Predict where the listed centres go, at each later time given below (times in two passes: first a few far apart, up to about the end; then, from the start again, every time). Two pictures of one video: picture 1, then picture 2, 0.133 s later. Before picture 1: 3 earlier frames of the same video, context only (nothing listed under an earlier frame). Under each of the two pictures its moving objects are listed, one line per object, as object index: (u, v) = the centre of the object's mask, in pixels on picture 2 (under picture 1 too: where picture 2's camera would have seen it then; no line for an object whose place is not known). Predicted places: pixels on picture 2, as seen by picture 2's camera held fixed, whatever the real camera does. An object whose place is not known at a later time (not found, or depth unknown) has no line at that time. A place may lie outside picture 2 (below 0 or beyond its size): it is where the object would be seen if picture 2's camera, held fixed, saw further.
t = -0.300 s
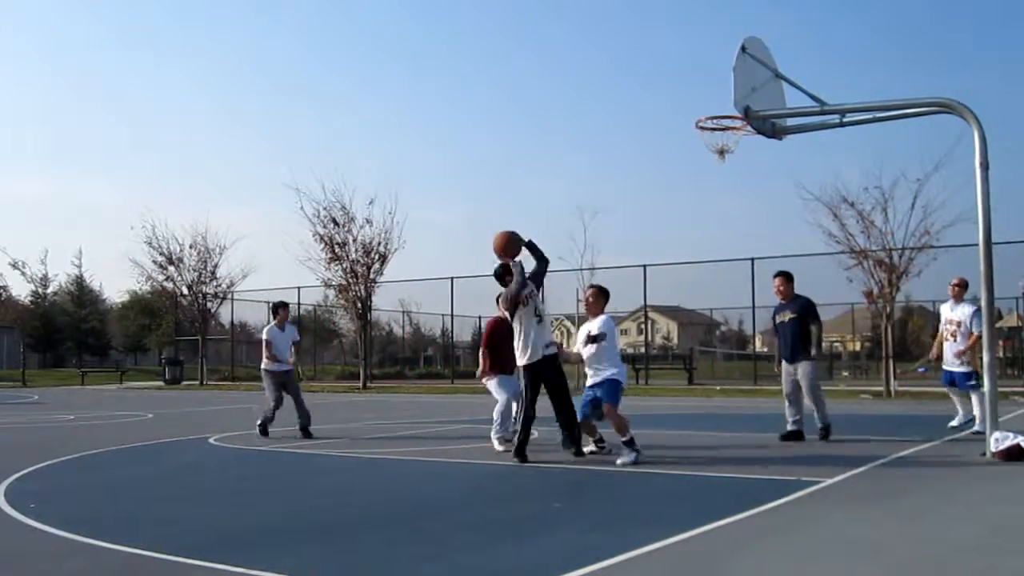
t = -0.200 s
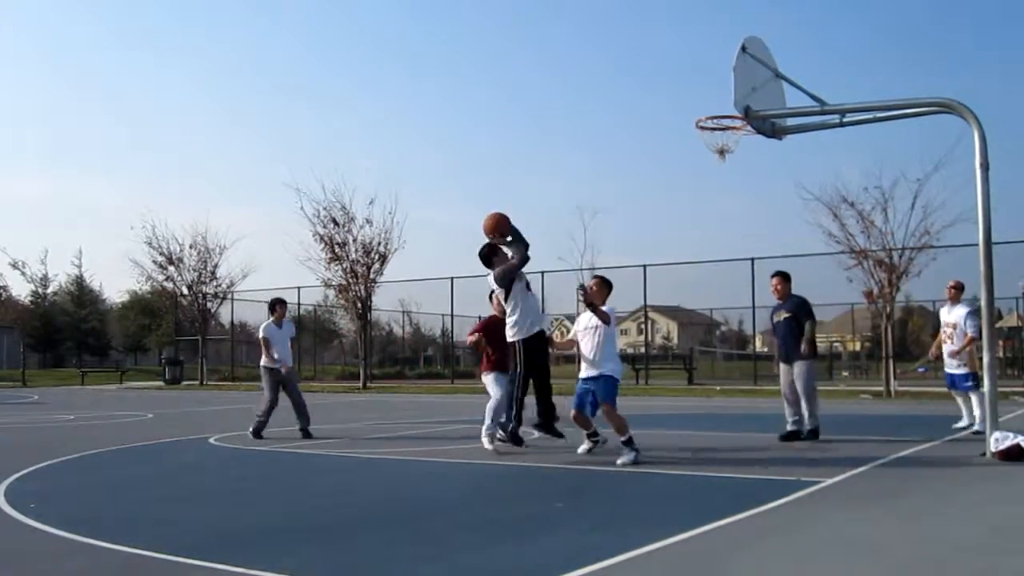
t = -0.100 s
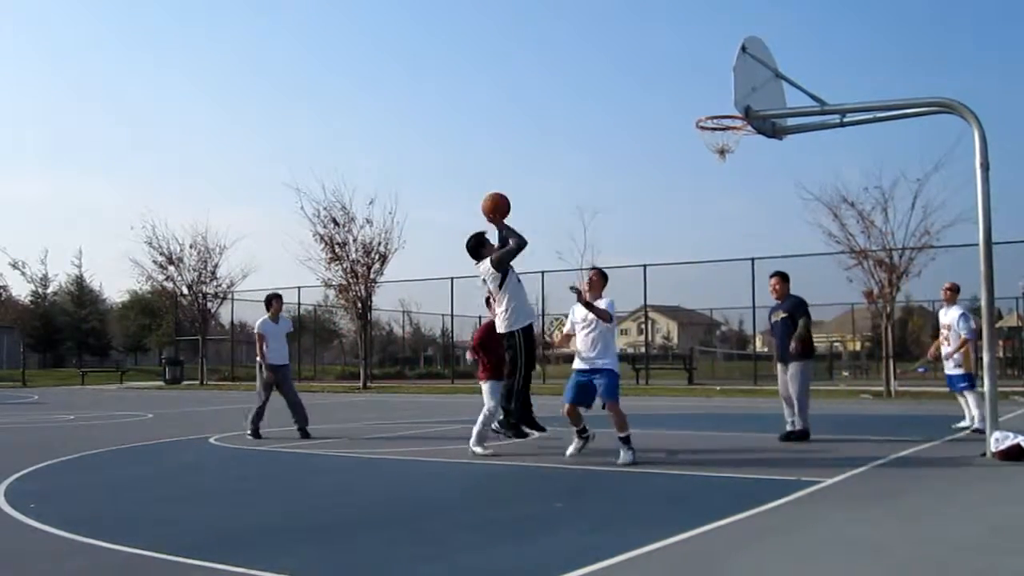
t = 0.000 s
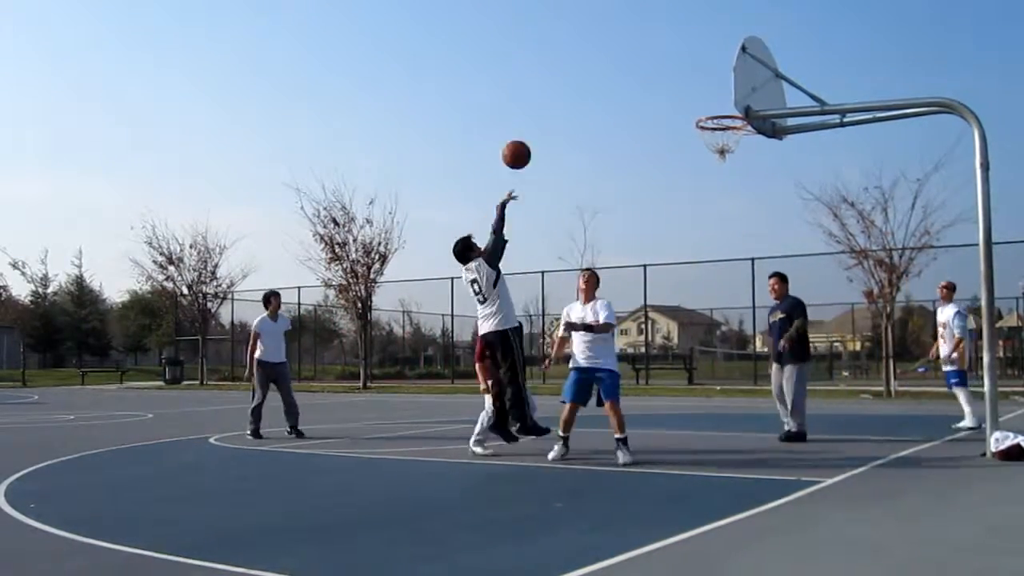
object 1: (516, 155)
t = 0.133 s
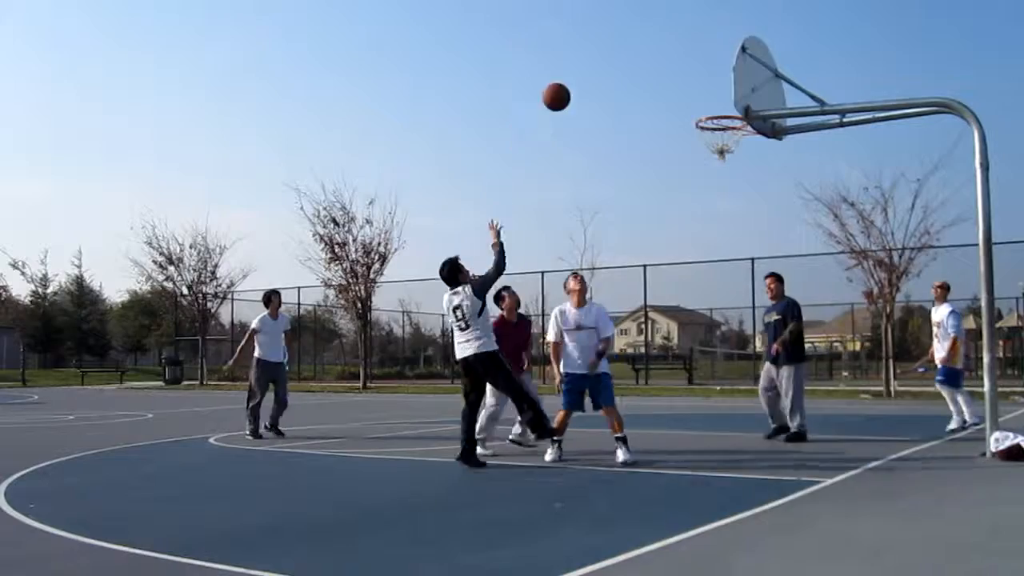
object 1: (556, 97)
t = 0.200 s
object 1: (576, 76)
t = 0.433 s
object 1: (640, 46)
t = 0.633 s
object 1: (693, 67)
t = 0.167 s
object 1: (566, 86)
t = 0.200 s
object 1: (576, 76)
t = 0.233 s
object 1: (585, 68)
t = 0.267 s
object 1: (594, 61)
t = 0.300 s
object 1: (603, 56)
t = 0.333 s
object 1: (613, 52)
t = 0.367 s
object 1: (622, 49)
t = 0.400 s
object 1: (631, 47)
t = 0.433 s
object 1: (640, 46)
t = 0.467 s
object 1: (649, 47)
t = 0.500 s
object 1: (658, 48)
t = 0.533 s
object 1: (667, 51)
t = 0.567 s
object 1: (676, 56)
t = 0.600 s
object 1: (684, 61)
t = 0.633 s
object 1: (693, 67)
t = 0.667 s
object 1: (702, 74)
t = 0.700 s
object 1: (711, 83)
